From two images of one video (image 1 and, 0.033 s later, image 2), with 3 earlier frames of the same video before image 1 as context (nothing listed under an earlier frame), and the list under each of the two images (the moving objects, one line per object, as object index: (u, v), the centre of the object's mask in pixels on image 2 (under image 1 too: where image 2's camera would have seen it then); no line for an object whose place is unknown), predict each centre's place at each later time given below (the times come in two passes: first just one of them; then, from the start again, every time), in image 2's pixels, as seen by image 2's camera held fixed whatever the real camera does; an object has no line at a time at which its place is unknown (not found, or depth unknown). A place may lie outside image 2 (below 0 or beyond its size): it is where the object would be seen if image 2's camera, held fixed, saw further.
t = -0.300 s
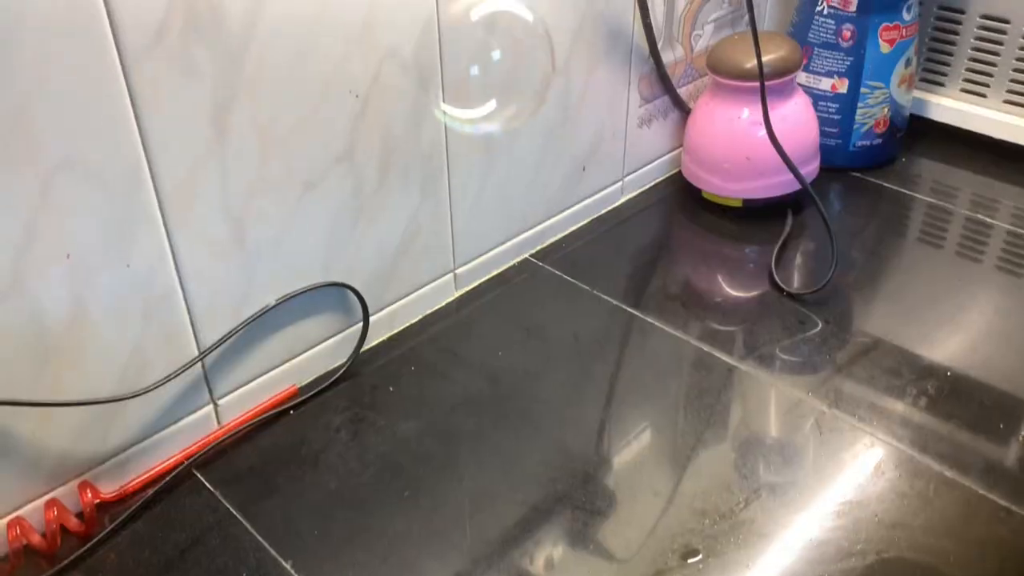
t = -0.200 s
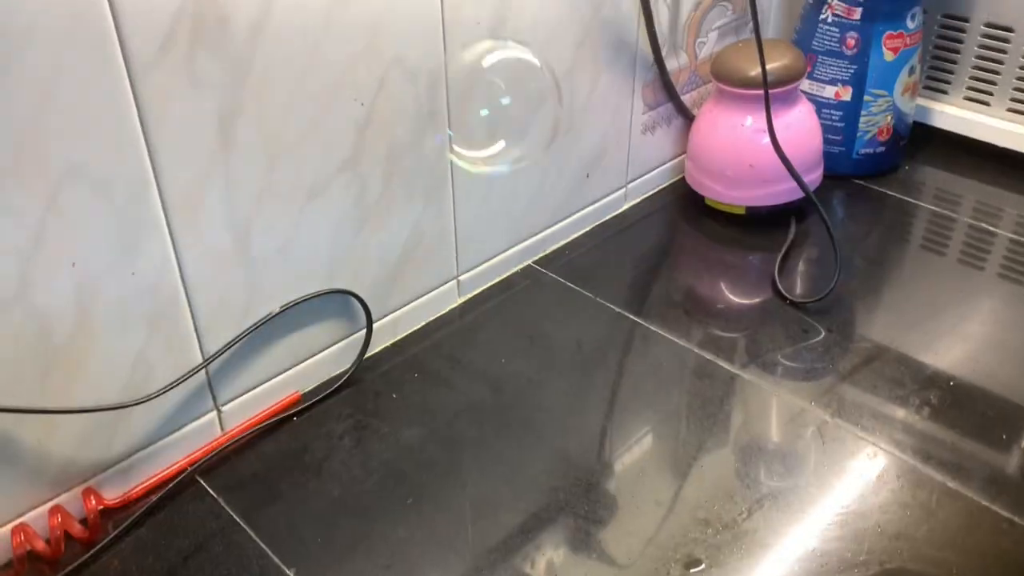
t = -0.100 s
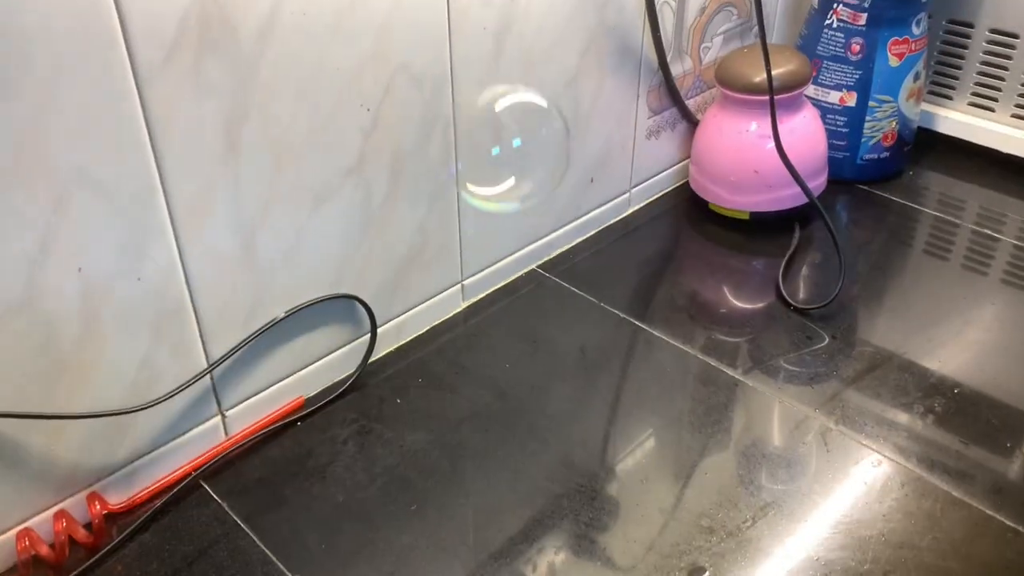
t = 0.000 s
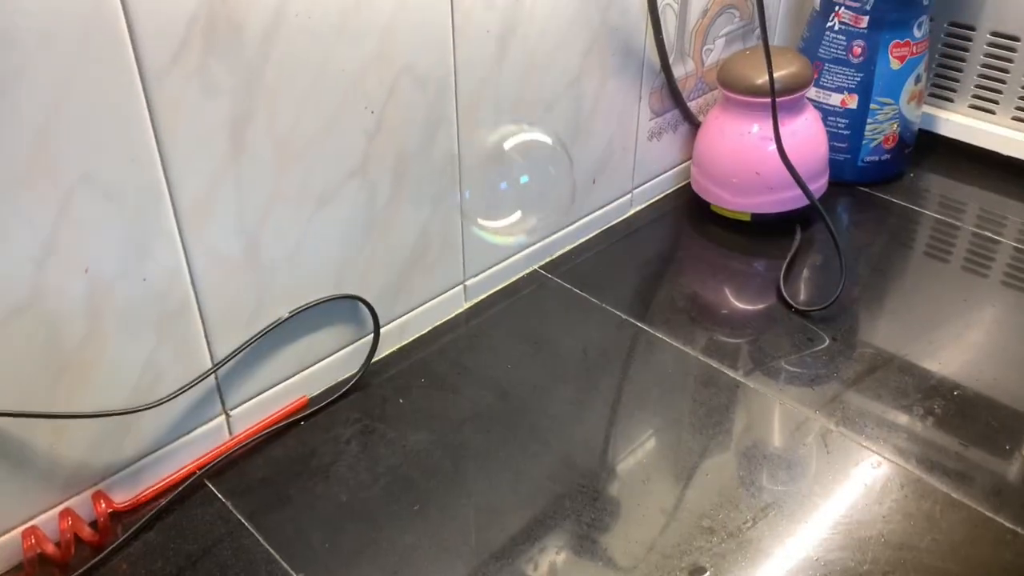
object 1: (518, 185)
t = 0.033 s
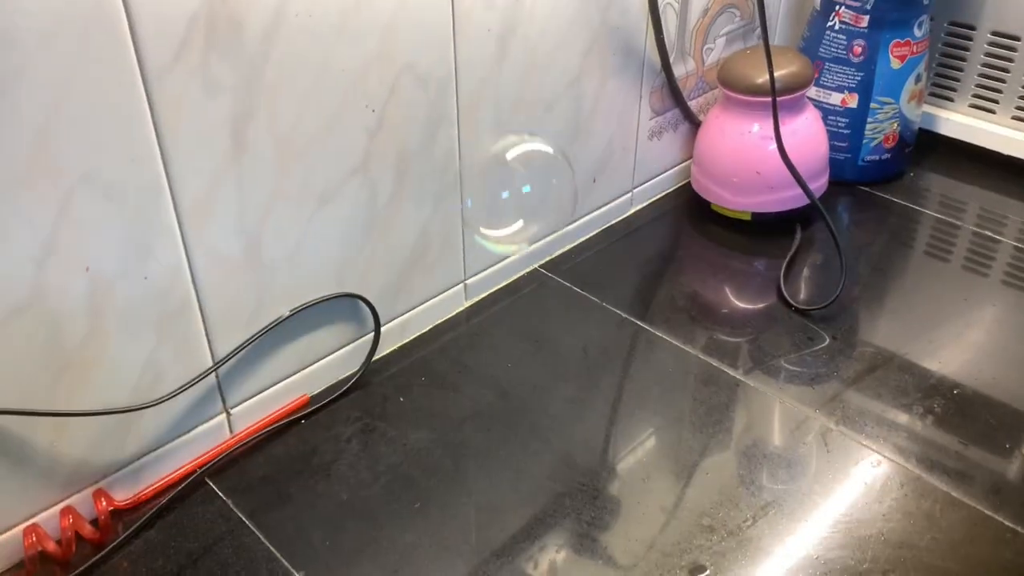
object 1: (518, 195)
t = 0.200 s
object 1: (523, 244)
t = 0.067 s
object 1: (519, 205)
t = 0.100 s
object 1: (520, 215)
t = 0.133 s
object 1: (520, 224)
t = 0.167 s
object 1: (522, 234)
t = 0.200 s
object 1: (523, 244)
